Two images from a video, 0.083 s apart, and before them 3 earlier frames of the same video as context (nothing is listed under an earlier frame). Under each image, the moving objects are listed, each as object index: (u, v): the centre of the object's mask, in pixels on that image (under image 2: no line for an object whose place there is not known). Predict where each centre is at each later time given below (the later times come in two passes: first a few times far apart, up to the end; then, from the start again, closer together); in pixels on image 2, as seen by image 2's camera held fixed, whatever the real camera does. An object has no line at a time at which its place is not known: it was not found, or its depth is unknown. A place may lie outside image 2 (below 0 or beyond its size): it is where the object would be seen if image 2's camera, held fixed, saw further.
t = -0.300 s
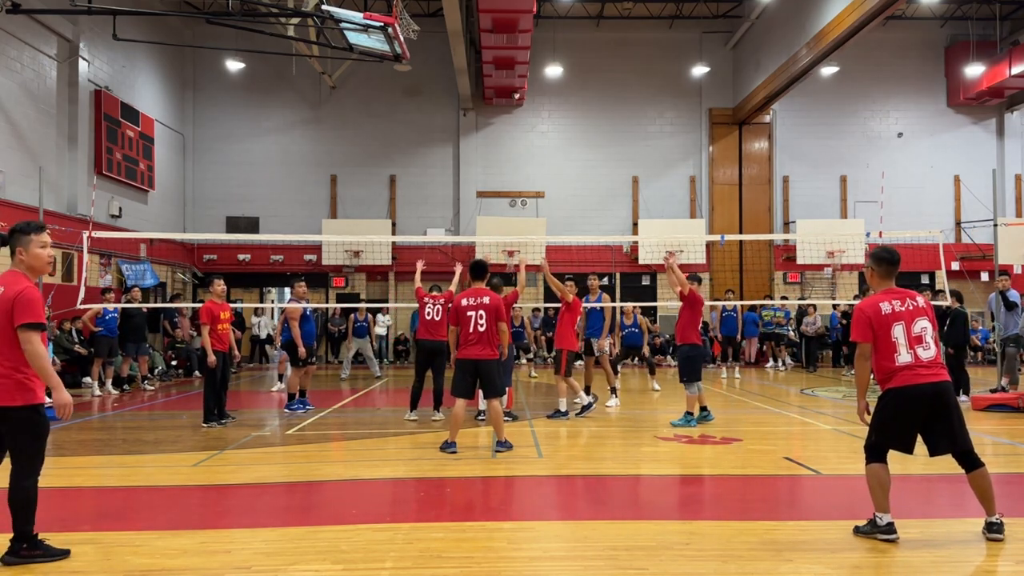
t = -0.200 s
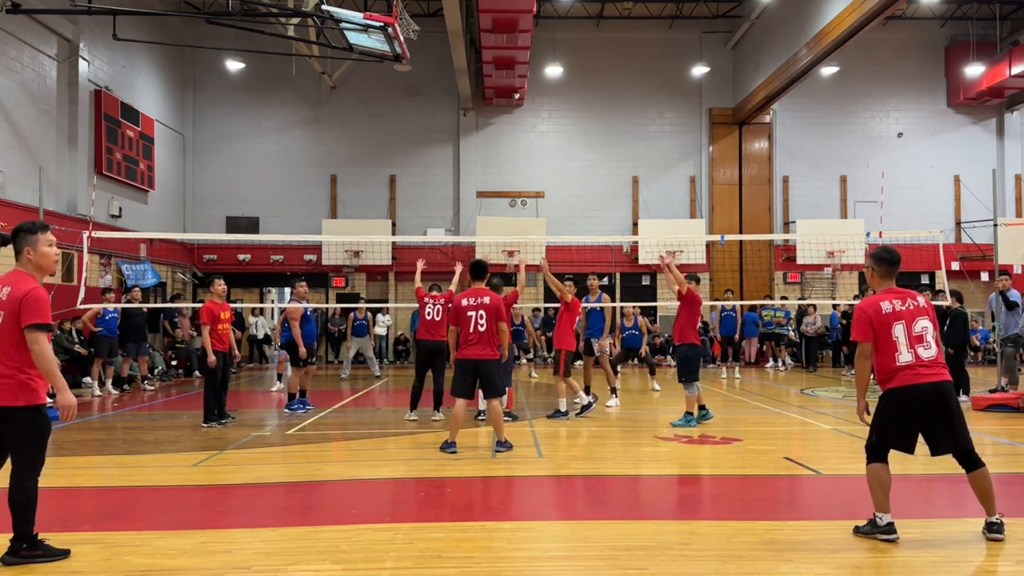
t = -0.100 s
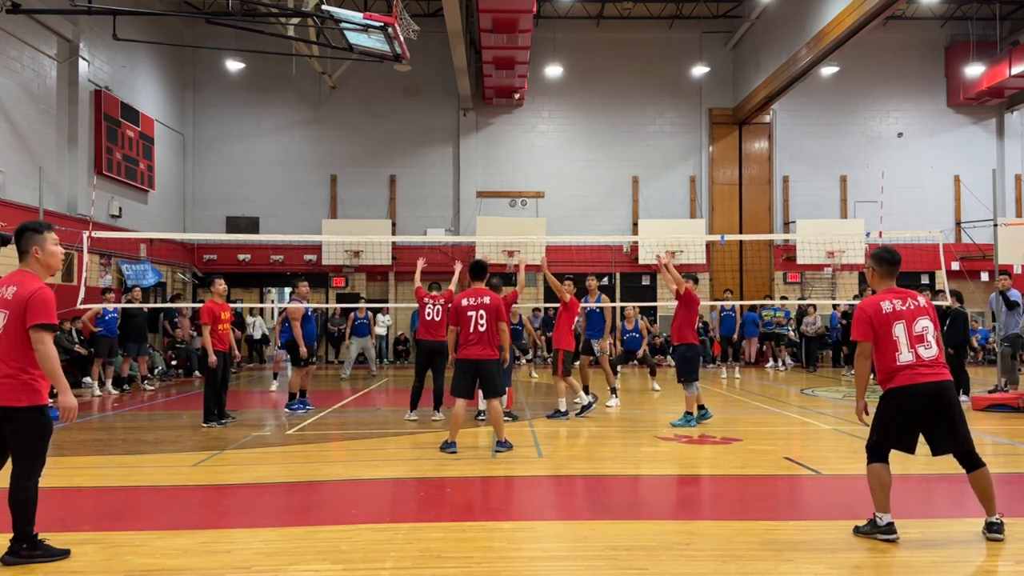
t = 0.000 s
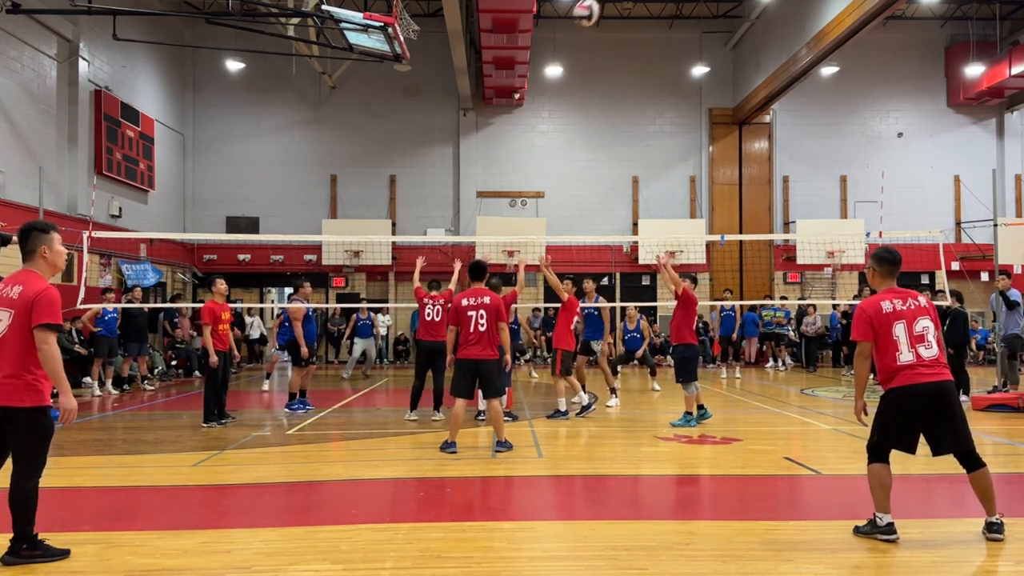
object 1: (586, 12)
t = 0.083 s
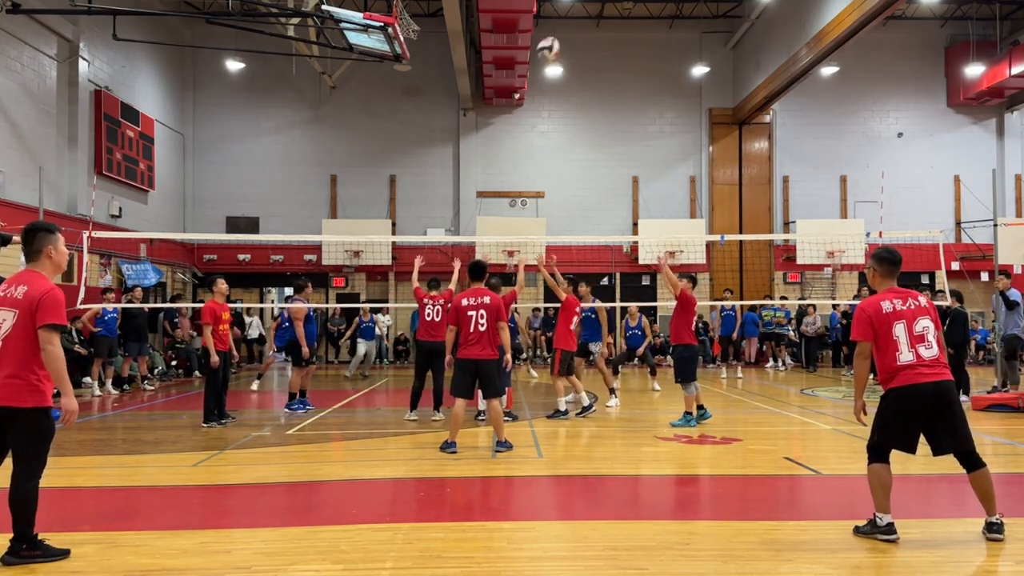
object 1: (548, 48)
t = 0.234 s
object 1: (500, 107)
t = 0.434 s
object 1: (465, 177)
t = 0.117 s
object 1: (536, 61)
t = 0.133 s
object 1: (530, 68)
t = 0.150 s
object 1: (525, 75)
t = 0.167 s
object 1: (519, 81)
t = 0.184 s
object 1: (514, 88)
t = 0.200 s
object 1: (509, 95)
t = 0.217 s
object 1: (505, 101)
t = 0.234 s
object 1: (500, 107)
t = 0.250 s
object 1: (496, 113)
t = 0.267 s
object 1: (493, 119)
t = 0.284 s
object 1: (489, 125)
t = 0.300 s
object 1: (486, 131)
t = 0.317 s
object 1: (483, 137)
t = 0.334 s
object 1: (480, 143)
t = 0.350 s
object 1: (477, 149)
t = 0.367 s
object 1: (475, 154)
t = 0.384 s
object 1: (472, 160)
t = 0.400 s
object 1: (470, 166)
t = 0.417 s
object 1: (467, 171)
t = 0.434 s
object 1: (465, 177)
